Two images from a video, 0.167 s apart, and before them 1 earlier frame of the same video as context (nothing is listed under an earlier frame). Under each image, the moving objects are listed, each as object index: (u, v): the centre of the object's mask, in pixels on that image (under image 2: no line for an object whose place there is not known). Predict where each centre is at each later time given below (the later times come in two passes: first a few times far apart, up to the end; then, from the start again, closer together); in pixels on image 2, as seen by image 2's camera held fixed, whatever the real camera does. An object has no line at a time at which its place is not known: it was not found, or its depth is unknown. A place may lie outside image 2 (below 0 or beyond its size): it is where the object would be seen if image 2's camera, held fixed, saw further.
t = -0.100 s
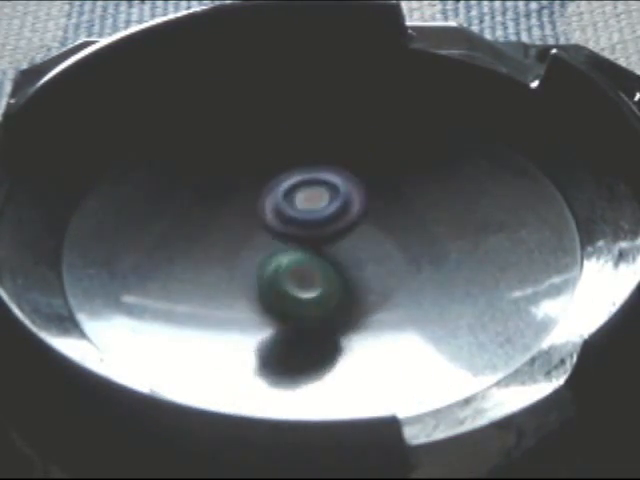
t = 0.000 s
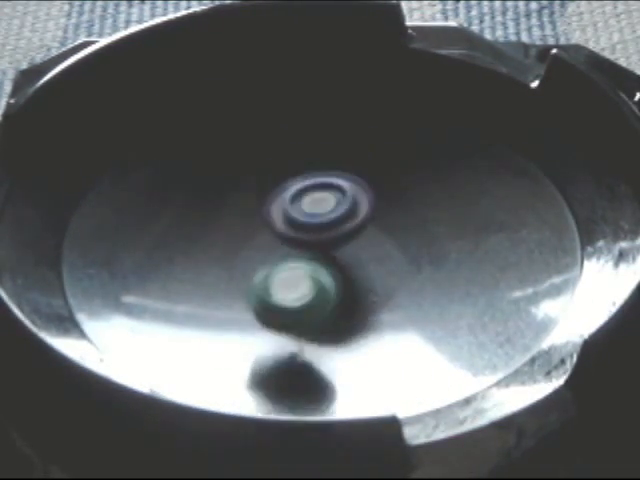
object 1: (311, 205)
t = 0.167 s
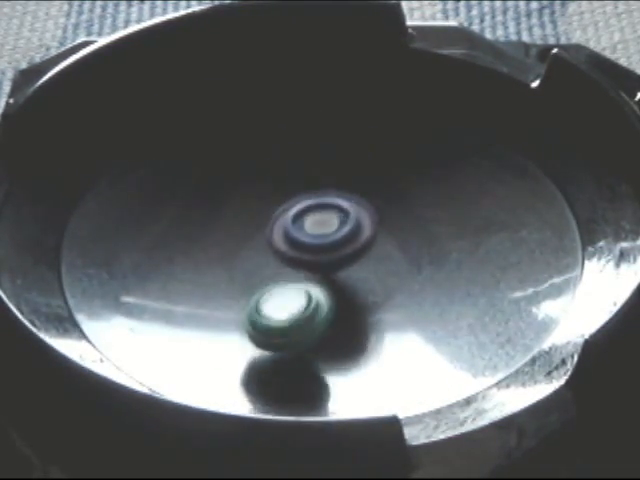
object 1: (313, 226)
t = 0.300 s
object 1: (338, 236)
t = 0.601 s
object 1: (355, 263)
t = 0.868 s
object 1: (336, 275)
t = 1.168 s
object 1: (301, 268)
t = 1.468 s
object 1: (286, 240)
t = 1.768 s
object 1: (288, 208)
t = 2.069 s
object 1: (304, 185)
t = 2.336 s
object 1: (327, 179)
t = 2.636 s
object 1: (472, 179)
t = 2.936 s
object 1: (437, 204)
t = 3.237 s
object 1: (436, 233)
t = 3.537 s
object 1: (409, 226)
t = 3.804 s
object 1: (401, 221)
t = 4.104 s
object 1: (399, 228)
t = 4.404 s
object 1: (383, 217)
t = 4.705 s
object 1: (392, 214)
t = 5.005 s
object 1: (378, 227)
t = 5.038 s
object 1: (367, 227)
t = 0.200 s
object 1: (312, 231)
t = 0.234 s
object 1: (315, 234)
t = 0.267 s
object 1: (326, 235)
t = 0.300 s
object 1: (338, 236)
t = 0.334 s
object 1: (348, 239)
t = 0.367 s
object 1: (357, 244)
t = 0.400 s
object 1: (361, 248)
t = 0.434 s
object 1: (363, 250)
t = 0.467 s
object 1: (362, 253)
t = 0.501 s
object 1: (360, 255)
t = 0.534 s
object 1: (358, 258)
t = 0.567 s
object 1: (357, 261)
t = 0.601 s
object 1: (355, 263)
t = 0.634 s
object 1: (353, 266)
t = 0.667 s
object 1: (350, 268)
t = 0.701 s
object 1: (348, 270)
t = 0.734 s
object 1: (345, 271)
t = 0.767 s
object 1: (343, 273)
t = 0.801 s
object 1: (341, 274)
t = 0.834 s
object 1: (338, 275)
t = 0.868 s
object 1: (336, 275)
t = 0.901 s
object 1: (332, 276)
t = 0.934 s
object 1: (328, 276)
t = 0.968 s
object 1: (324, 275)
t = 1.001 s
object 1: (324, 273)
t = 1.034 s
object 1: (315, 273)
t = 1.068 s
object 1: (310, 272)
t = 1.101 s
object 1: (306, 271)
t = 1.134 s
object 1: (303, 270)
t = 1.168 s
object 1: (301, 268)
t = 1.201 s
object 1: (296, 266)
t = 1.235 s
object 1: (293, 264)
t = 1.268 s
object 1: (289, 262)
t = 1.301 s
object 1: (287, 260)
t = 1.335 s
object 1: (285, 256)
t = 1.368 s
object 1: (288, 251)
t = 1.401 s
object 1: (289, 248)
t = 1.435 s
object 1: (287, 244)
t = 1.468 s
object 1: (286, 240)
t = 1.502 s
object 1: (285, 237)
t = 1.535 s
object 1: (285, 233)
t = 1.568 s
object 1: (284, 229)
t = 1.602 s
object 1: (284, 226)
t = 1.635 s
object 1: (284, 223)
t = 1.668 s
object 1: (285, 219)
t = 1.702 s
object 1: (285, 216)
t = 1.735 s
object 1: (286, 211)
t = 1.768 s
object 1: (288, 208)
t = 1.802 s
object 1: (289, 205)
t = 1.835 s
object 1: (289, 202)
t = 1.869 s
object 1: (291, 199)
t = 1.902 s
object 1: (293, 196)
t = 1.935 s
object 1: (296, 193)
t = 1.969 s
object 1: (297, 191)
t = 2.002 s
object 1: (300, 189)
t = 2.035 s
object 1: (301, 187)
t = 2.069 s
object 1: (304, 185)
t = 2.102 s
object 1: (307, 183)
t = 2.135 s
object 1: (309, 182)
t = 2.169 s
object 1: (311, 181)
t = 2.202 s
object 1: (314, 180)
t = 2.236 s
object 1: (318, 180)
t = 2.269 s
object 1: (321, 180)
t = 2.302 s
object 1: (323, 181)
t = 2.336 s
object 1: (327, 179)
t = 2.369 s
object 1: (328, 181)
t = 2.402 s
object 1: (335, 182)
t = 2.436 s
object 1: (366, 184)
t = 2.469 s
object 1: (402, 182)
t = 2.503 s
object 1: (427, 175)
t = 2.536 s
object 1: (450, 175)
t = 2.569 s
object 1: (467, 174)
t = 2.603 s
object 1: (474, 181)
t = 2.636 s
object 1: (472, 179)
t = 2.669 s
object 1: (471, 183)
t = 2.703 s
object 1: (470, 189)
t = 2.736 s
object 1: (466, 191)
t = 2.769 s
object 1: (462, 193)
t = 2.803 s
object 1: (458, 194)
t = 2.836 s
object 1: (452, 197)
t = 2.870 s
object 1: (448, 198)
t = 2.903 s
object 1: (442, 202)
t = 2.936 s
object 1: (437, 204)
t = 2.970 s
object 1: (428, 206)
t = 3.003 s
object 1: (422, 208)
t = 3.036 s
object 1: (435, 217)
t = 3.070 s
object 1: (444, 232)
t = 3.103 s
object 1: (449, 229)
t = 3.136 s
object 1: (454, 234)
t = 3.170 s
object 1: (449, 235)
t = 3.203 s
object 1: (441, 234)
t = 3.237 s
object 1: (436, 233)
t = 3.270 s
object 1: (433, 232)
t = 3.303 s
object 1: (429, 233)
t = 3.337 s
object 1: (425, 232)
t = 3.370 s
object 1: (422, 230)
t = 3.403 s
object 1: (419, 230)
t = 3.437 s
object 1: (418, 226)
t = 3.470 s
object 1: (415, 226)
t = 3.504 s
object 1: (414, 225)
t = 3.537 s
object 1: (409, 226)
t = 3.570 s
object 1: (409, 226)
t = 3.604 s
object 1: (408, 225)
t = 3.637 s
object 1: (407, 222)
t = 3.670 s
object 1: (408, 221)
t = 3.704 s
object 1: (412, 221)
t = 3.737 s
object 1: (401, 224)
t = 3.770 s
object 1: (397, 225)
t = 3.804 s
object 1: (401, 221)
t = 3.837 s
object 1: (400, 220)
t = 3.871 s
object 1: (400, 218)
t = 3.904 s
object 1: (399, 218)
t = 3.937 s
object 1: (403, 218)
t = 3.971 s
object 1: (404, 219)
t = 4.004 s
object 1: (402, 227)
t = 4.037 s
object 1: (402, 229)
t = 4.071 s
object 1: (401, 228)
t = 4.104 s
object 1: (399, 228)
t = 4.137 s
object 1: (398, 229)
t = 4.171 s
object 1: (398, 232)
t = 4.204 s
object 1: (396, 231)
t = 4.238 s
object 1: (398, 231)
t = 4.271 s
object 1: (396, 231)
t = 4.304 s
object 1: (393, 228)
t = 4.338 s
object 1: (382, 227)
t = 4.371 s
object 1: (381, 221)
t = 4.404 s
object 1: (383, 217)
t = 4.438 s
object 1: (386, 214)
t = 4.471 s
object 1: (386, 213)
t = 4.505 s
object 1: (392, 212)
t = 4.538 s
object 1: (395, 212)
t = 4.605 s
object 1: (393, 212)
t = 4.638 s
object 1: (396, 212)
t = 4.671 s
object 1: (392, 211)
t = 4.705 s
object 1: (392, 214)
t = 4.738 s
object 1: (392, 215)
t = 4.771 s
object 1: (391, 215)
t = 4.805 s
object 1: (390, 216)
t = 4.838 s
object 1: (391, 218)
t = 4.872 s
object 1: (391, 221)
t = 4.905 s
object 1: (389, 222)
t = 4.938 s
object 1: (388, 224)
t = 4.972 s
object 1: (378, 225)
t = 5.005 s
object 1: (378, 227)
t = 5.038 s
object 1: (367, 227)
